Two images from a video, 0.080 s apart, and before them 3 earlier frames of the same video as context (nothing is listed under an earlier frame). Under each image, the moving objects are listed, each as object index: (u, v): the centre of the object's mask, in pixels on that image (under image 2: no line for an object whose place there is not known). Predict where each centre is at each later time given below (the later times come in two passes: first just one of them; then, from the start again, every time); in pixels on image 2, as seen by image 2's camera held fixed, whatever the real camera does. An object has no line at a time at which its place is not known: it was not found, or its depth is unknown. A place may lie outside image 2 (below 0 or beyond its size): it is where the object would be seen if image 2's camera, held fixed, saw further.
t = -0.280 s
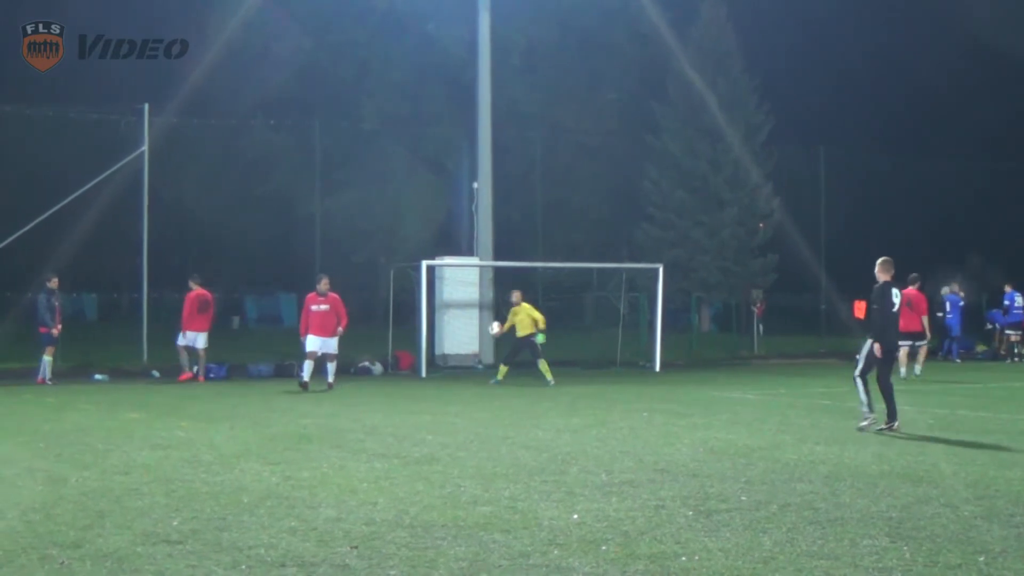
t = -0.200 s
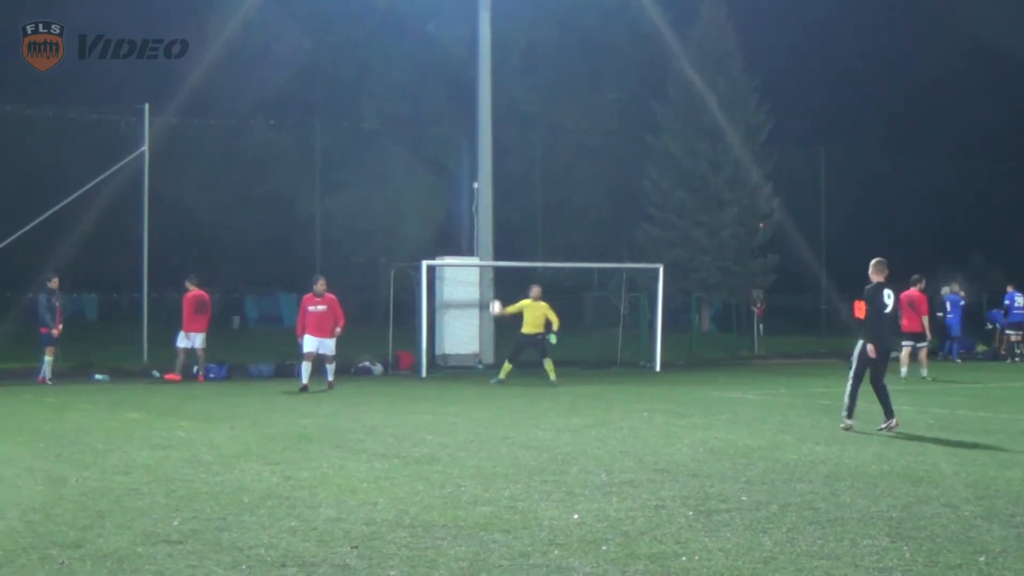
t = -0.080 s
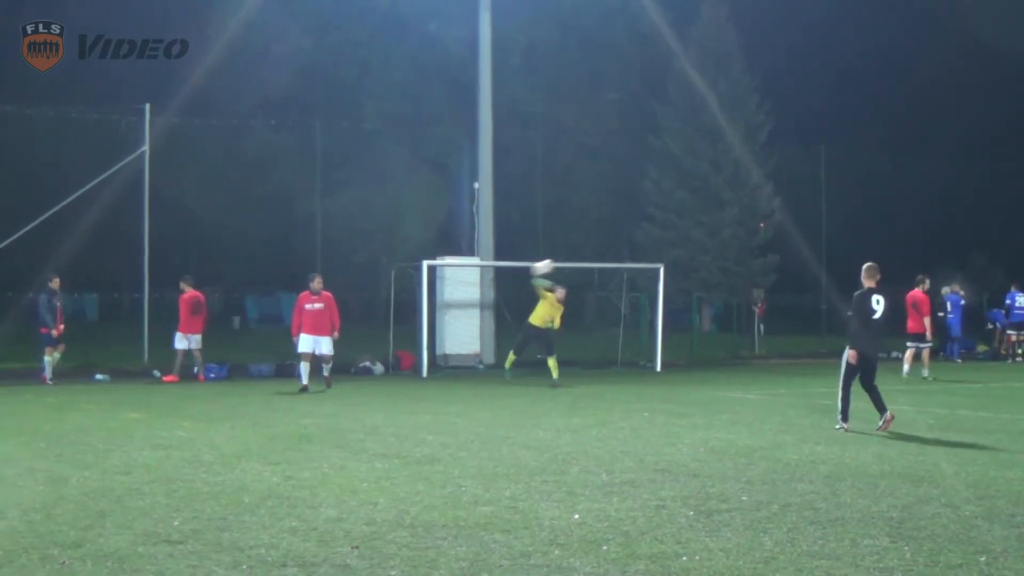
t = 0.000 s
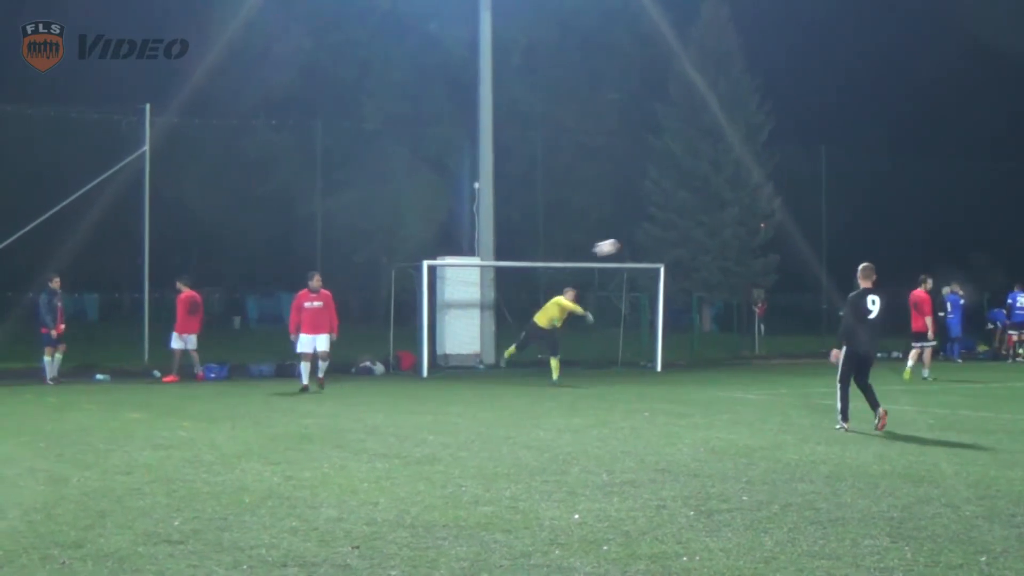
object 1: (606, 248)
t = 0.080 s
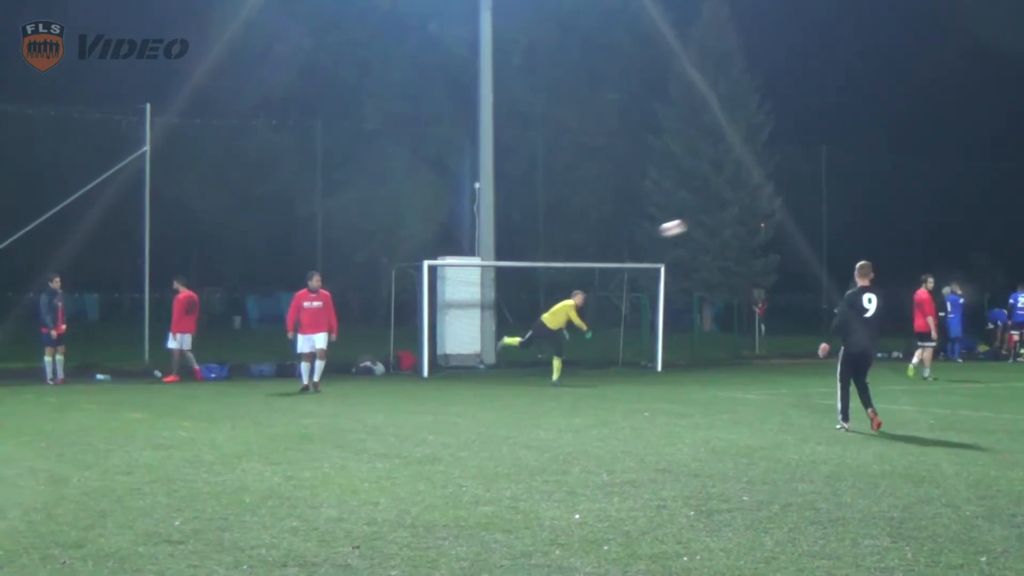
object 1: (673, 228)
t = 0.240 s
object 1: (815, 197)
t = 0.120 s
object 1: (707, 220)
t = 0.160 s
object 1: (743, 211)
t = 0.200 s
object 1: (778, 203)
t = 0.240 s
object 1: (815, 197)
